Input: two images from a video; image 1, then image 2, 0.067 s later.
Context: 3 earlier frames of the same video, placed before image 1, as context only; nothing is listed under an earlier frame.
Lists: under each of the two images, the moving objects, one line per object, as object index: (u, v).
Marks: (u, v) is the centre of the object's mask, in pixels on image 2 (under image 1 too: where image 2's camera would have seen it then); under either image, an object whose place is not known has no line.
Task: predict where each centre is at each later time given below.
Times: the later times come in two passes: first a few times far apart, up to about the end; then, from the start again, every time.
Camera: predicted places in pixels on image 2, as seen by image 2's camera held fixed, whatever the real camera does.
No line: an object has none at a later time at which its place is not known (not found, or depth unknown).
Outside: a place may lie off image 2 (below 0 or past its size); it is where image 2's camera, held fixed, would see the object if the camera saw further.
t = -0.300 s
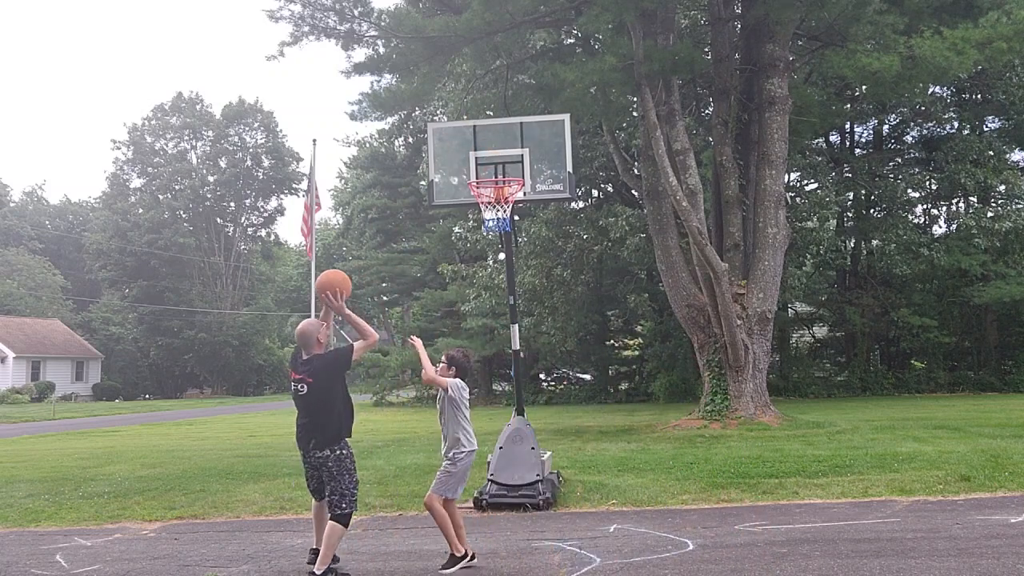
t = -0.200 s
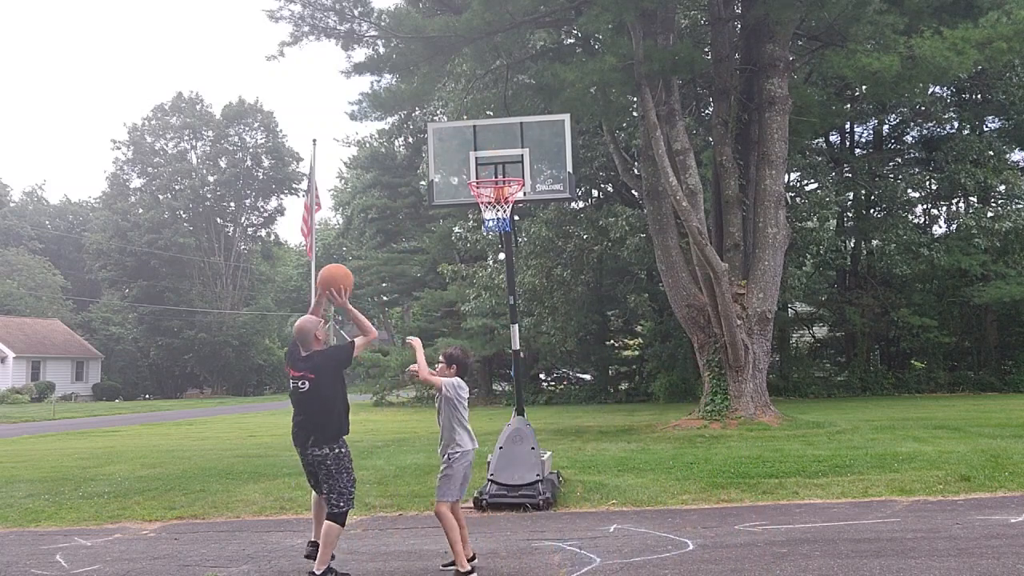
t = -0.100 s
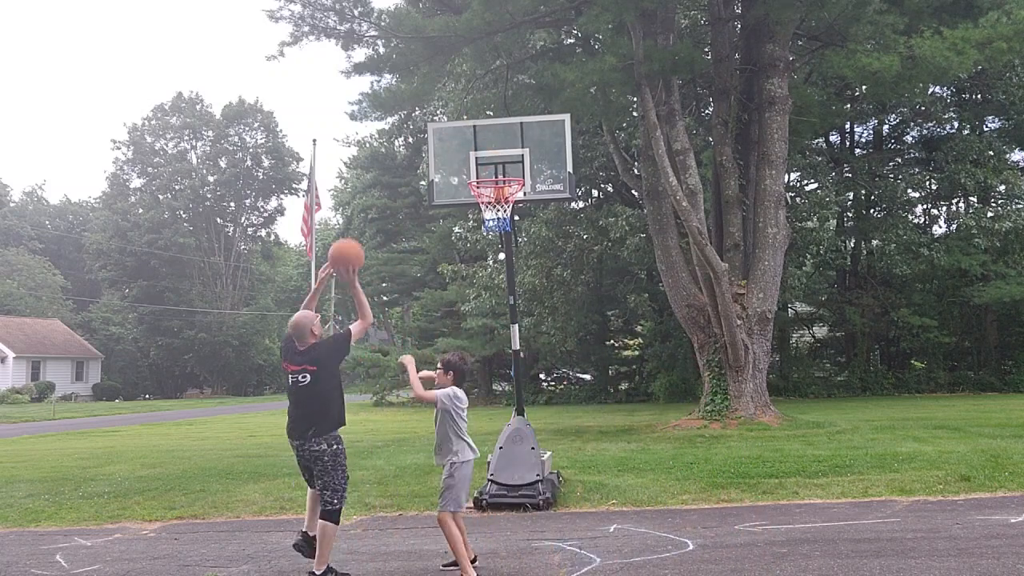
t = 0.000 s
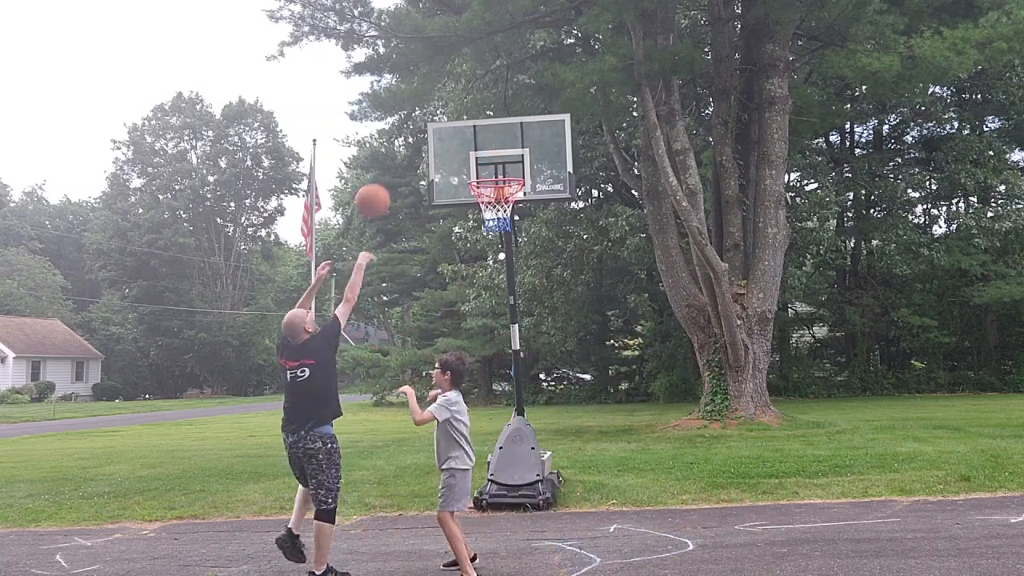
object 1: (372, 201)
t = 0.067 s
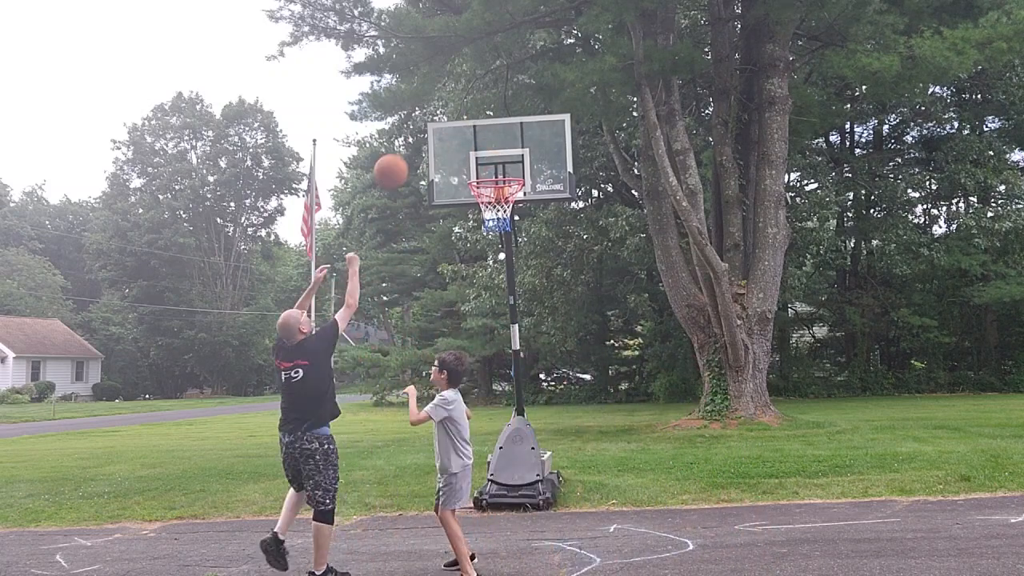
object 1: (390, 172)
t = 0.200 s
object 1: (424, 131)
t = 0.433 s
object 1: (477, 123)
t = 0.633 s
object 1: (516, 160)
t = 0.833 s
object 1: (528, 168)
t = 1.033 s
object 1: (539, 195)
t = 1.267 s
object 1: (548, 260)
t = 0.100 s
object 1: (400, 160)
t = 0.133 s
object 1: (408, 148)
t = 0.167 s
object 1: (417, 138)
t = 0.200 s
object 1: (424, 131)
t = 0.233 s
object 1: (432, 126)
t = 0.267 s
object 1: (440, 122)
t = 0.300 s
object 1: (448, 119)
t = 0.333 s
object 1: (456, 118)
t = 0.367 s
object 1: (463, 119)
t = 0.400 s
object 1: (470, 120)
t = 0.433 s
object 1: (477, 123)
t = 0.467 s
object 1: (484, 126)
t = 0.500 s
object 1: (490, 131)
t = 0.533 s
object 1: (498, 137)
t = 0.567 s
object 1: (504, 144)
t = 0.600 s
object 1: (510, 152)
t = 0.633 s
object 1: (516, 160)
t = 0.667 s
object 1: (521, 167)
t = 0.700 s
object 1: (523, 165)
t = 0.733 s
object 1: (524, 165)
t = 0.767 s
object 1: (525, 165)
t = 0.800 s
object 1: (527, 166)
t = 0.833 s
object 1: (528, 168)
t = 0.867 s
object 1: (530, 171)
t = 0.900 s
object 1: (532, 174)
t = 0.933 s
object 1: (533, 177)
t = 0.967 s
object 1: (536, 182)
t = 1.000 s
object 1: (537, 188)
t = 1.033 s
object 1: (539, 195)
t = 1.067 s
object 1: (540, 201)
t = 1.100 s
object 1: (541, 208)
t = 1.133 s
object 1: (543, 216)
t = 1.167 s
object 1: (544, 225)
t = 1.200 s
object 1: (545, 235)
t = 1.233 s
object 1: (546, 247)
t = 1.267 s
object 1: (548, 260)
